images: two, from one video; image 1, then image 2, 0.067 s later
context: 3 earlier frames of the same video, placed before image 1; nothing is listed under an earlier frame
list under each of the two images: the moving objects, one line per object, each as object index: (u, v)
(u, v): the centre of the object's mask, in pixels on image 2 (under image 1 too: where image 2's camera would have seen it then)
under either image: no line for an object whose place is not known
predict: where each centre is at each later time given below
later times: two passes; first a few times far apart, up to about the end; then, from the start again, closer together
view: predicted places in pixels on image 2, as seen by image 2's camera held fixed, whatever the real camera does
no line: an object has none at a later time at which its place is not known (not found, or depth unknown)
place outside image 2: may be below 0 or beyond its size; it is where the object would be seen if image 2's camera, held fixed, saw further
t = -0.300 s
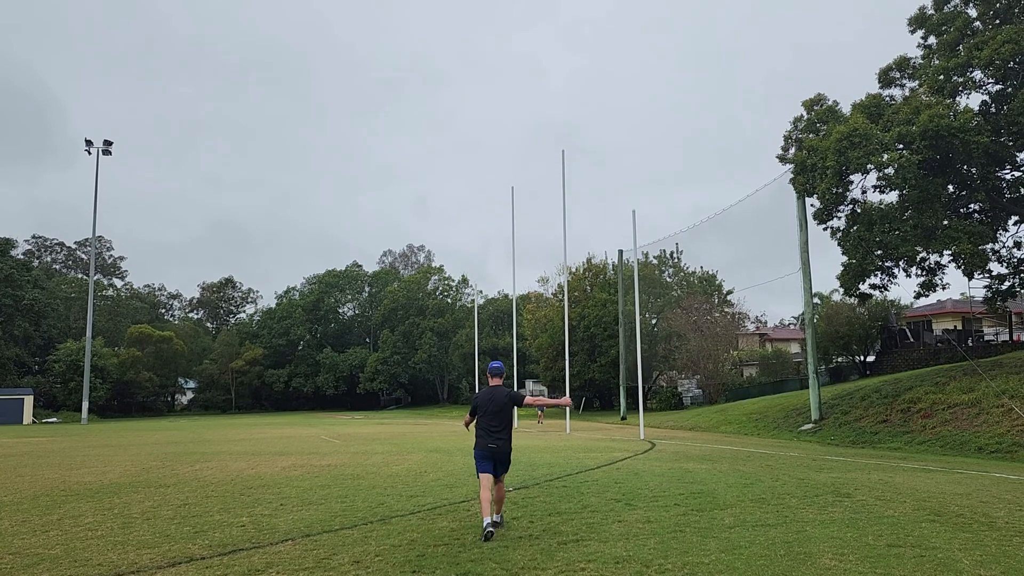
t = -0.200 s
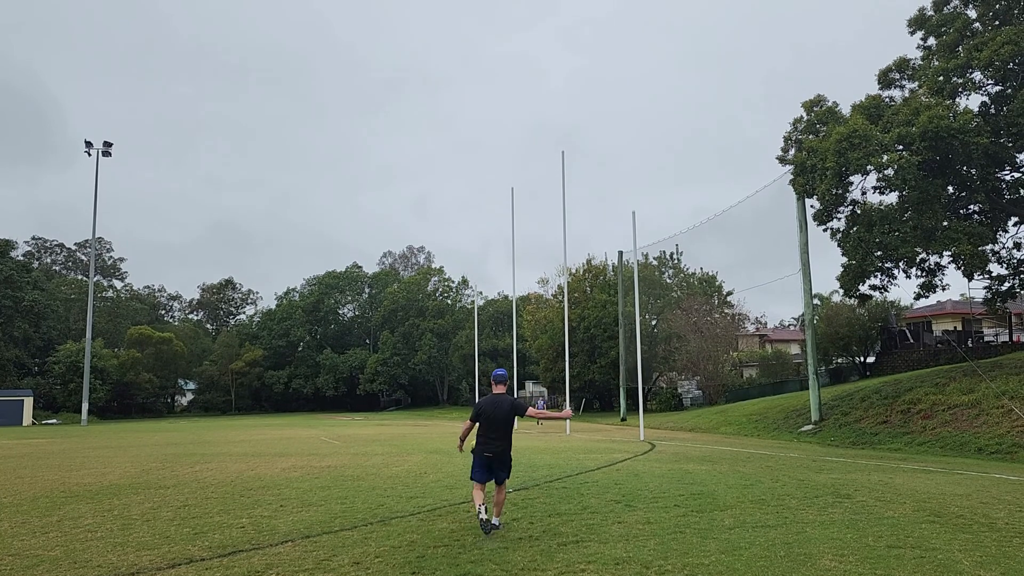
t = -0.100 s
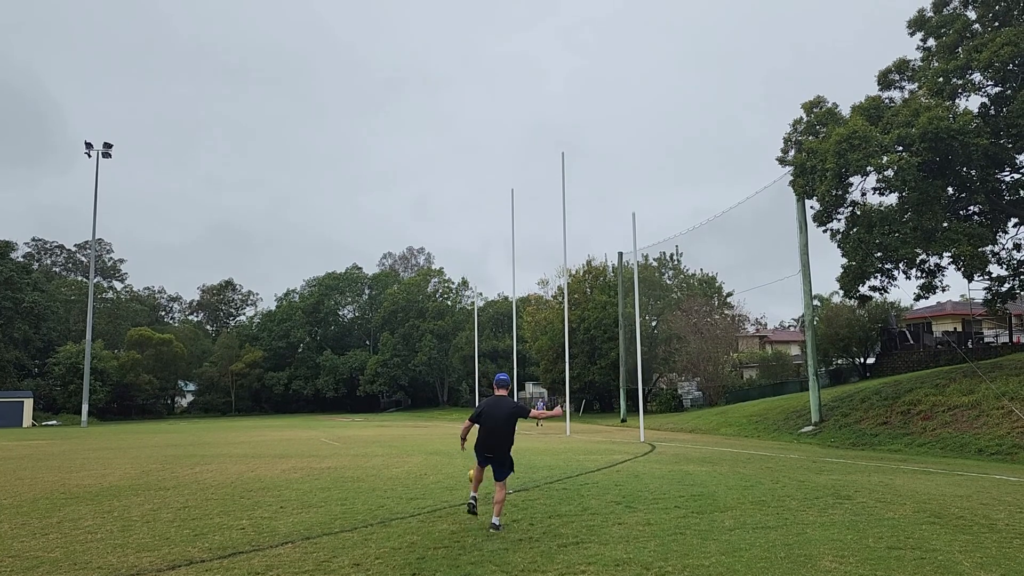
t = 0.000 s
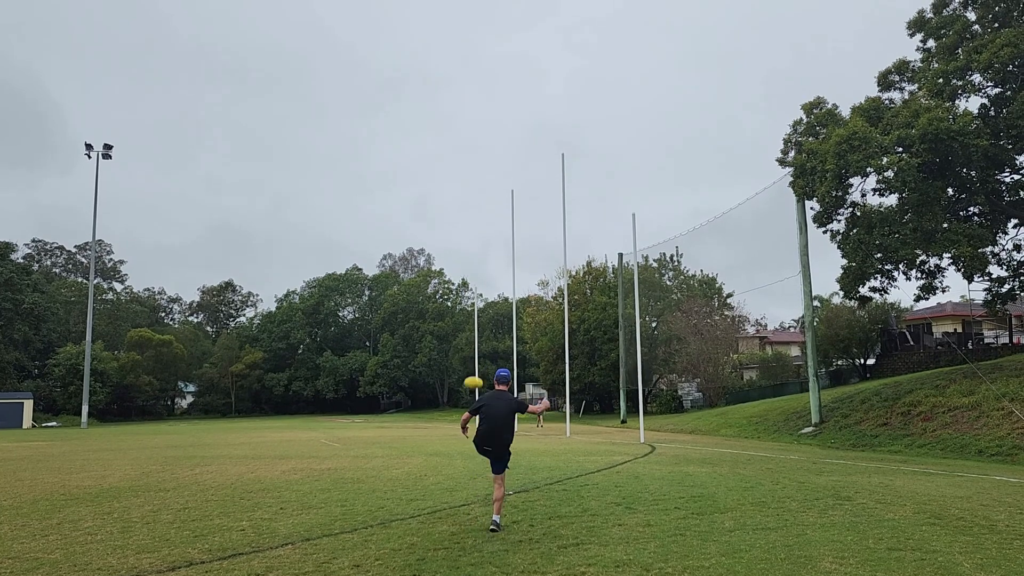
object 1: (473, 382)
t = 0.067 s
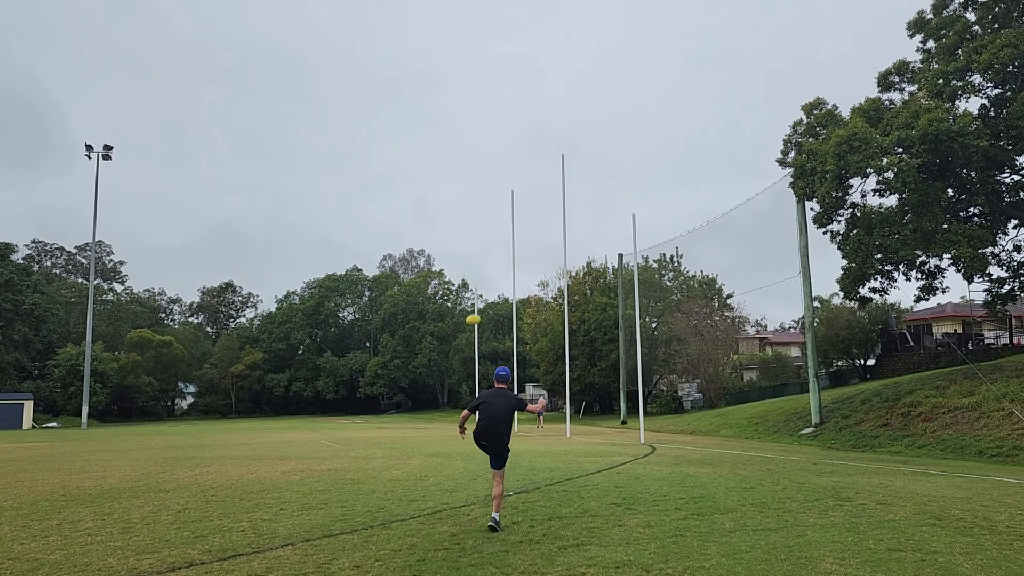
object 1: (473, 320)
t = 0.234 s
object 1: (474, 217)
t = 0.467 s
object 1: (481, 152)
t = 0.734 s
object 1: (494, 131)
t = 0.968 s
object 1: (507, 137)
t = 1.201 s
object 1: (520, 156)
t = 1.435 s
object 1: (533, 183)
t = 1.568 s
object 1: (541, 202)
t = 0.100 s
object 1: (473, 294)
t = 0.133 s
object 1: (473, 271)
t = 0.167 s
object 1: (474, 251)
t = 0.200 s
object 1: (474, 233)
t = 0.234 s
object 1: (474, 217)
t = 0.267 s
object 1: (475, 204)
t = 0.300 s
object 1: (476, 192)
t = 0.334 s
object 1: (477, 181)
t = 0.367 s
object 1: (478, 172)
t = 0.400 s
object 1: (479, 164)
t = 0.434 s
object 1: (480, 157)
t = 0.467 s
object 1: (481, 152)
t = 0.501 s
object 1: (483, 147)
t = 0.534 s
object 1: (484, 143)
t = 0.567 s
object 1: (486, 139)
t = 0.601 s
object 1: (487, 137)
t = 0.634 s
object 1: (489, 134)
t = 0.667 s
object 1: (490, 133)
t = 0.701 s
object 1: (492, 132)
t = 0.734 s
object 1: (494, 131)
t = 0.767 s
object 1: (495, 131)
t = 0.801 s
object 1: (497, 131)
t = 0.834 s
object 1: (499, 132)
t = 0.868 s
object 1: (501, 133)
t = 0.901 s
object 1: (503, 134)
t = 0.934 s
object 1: (505, 135)
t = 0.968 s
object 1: (507, 137)
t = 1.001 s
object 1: (508, 139)
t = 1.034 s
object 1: (510, 141)
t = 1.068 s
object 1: (512, 144)
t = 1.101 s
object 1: (514, 147)
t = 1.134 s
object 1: (516, 150)
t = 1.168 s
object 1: (518, 153)
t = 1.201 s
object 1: (520, 156)
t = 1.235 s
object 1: (521, 159)
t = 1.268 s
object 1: (523, 163)
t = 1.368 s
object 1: (529, 175)
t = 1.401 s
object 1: (531, 179)
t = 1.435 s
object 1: (533, 183)
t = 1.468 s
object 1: (535, 188)
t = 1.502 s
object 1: (537, 192)
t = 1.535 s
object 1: (539, 197)
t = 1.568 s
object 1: (541, 202)
